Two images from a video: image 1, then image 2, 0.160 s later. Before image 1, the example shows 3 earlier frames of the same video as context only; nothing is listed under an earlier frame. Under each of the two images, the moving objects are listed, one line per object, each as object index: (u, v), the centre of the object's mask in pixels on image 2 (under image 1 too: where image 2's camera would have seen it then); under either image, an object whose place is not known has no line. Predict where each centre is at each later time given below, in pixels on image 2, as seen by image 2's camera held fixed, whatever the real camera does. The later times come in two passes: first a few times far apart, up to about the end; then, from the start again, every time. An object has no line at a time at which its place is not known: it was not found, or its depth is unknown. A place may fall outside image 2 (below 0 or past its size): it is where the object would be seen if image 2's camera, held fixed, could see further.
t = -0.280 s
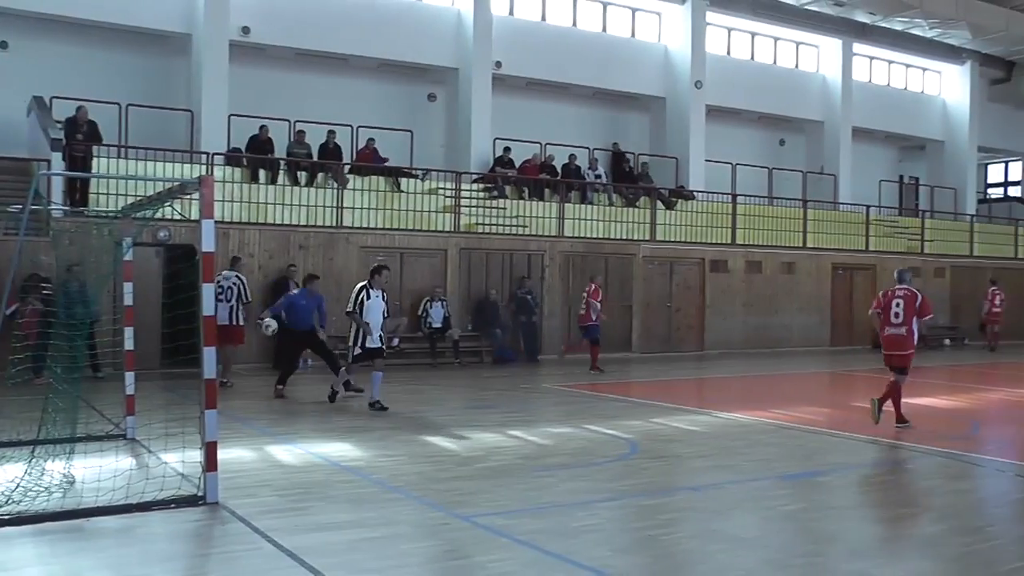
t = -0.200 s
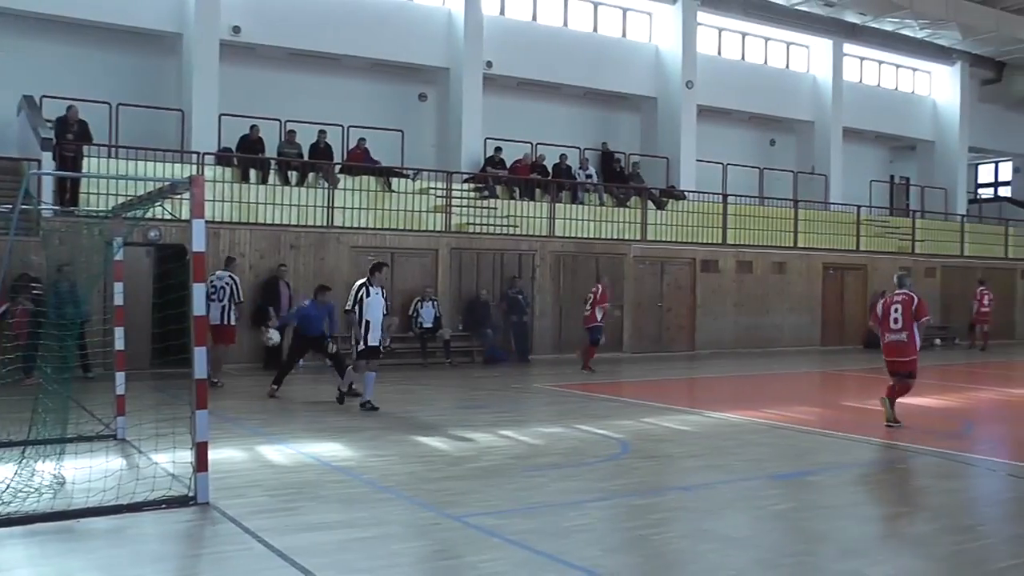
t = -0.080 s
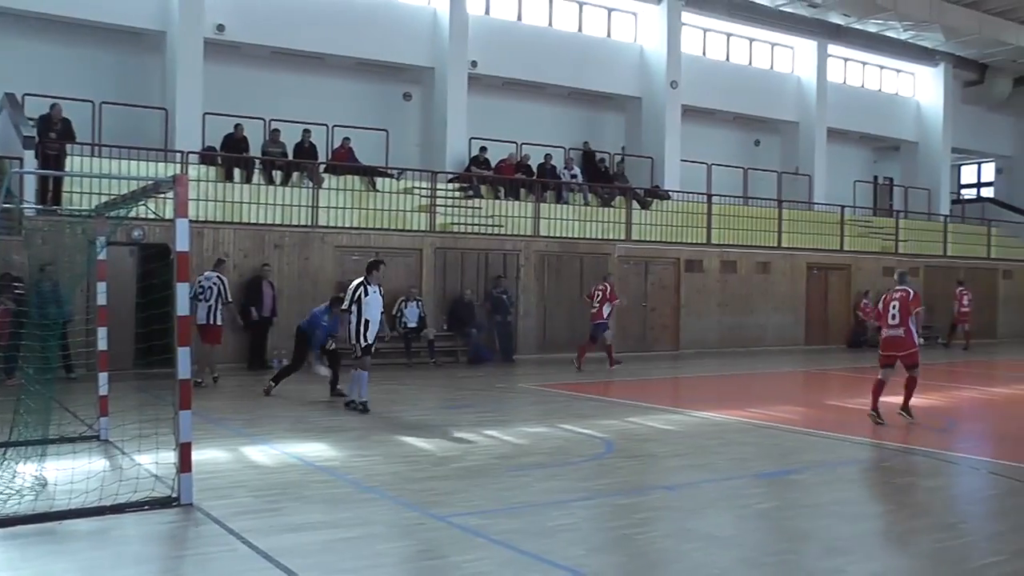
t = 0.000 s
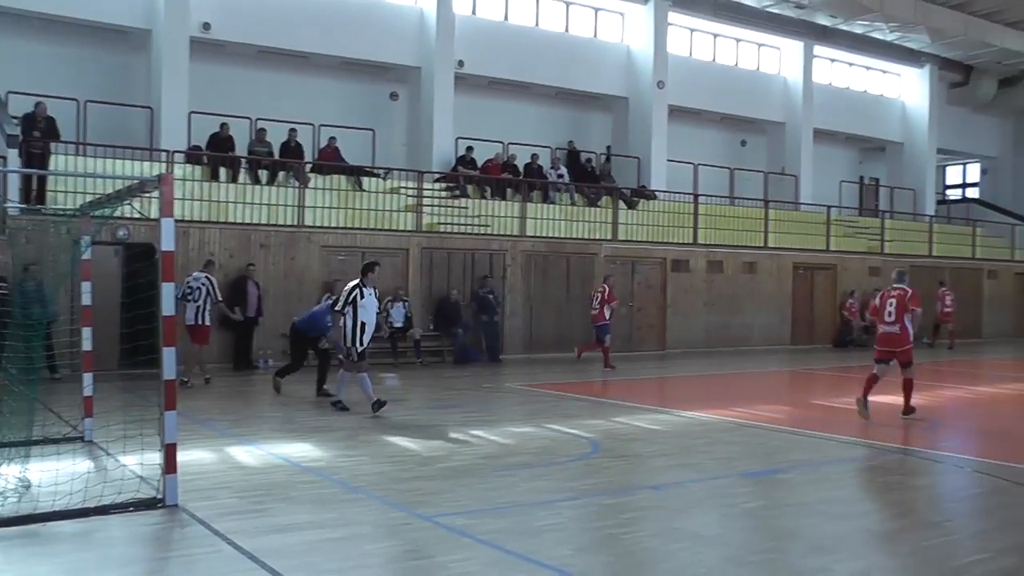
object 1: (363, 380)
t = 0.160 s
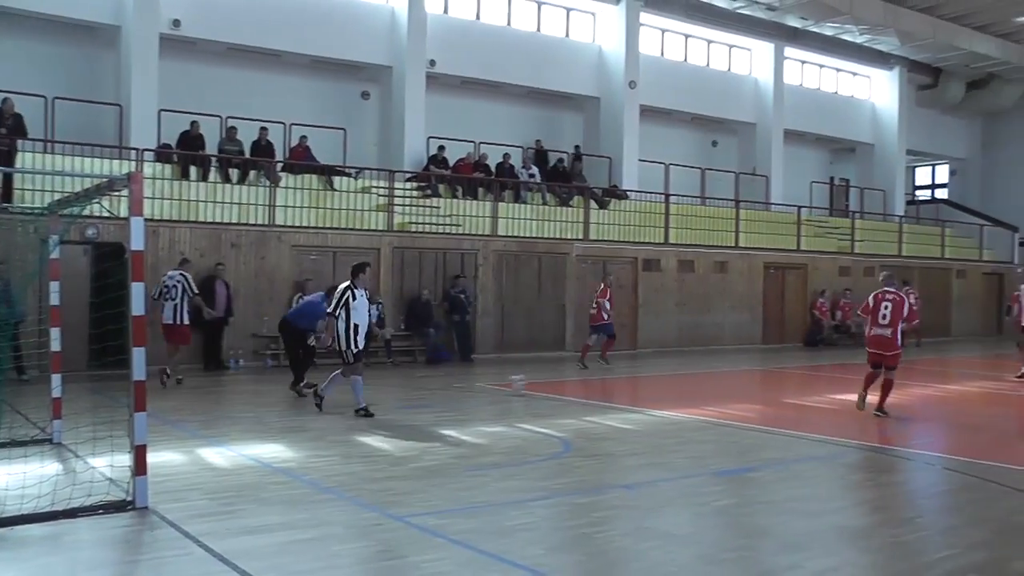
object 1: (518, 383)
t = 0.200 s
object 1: (550, 378)
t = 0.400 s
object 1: (694, 379)
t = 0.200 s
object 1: (550, 378)
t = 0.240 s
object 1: (583, 380)
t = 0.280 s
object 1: (614, 382)
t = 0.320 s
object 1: (642, 382)
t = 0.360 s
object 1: (670, 380)
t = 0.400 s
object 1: (694, 379)
